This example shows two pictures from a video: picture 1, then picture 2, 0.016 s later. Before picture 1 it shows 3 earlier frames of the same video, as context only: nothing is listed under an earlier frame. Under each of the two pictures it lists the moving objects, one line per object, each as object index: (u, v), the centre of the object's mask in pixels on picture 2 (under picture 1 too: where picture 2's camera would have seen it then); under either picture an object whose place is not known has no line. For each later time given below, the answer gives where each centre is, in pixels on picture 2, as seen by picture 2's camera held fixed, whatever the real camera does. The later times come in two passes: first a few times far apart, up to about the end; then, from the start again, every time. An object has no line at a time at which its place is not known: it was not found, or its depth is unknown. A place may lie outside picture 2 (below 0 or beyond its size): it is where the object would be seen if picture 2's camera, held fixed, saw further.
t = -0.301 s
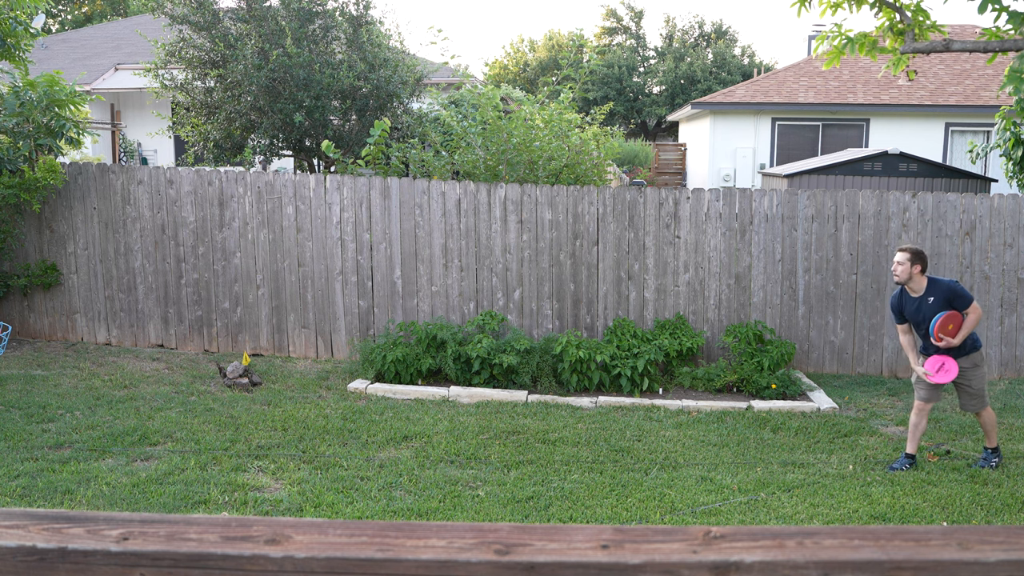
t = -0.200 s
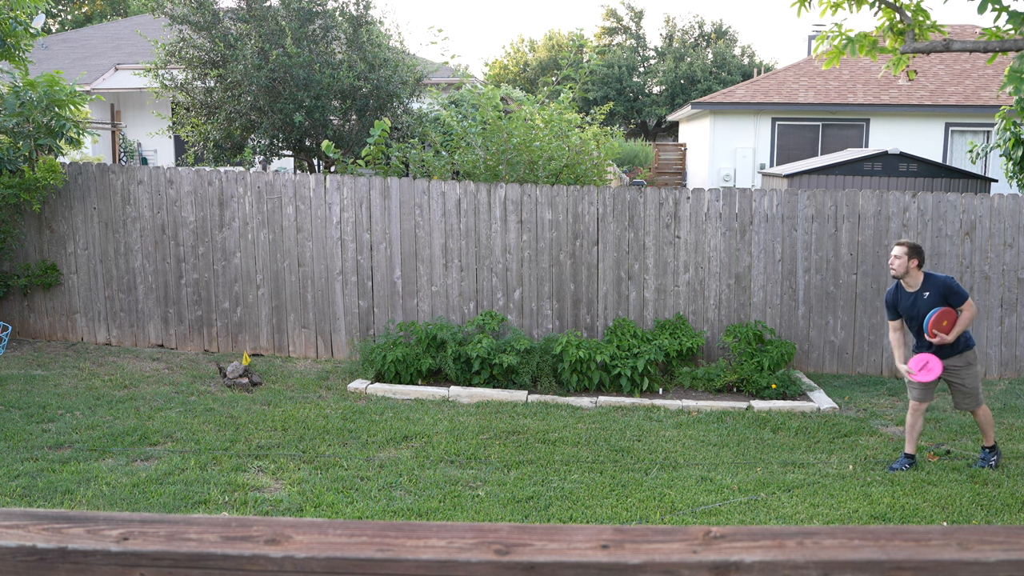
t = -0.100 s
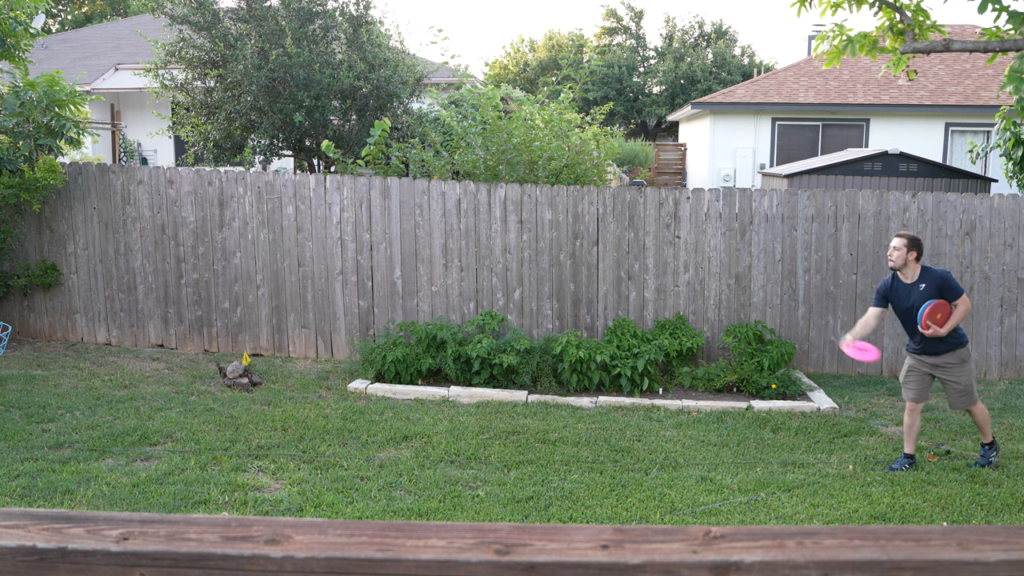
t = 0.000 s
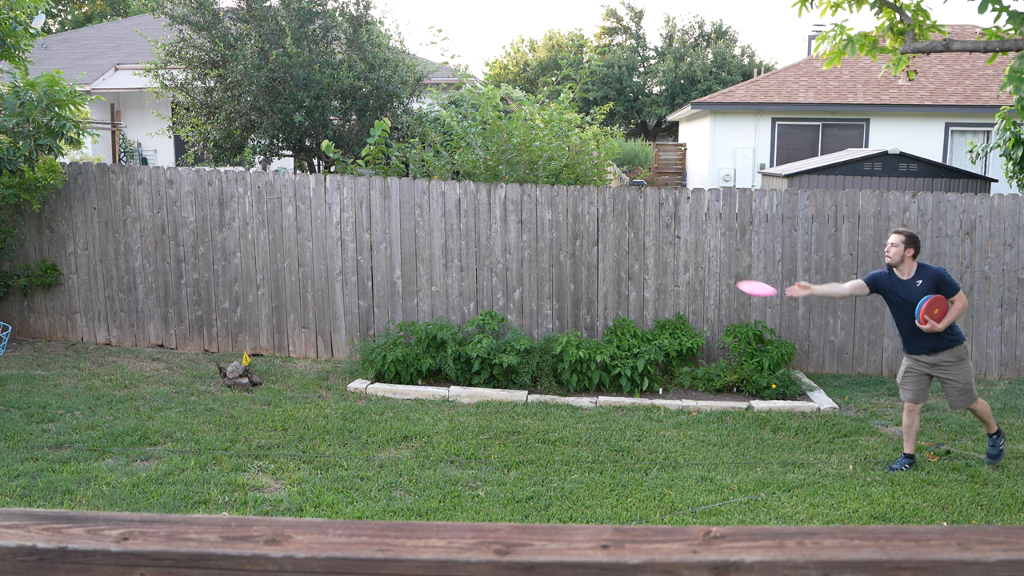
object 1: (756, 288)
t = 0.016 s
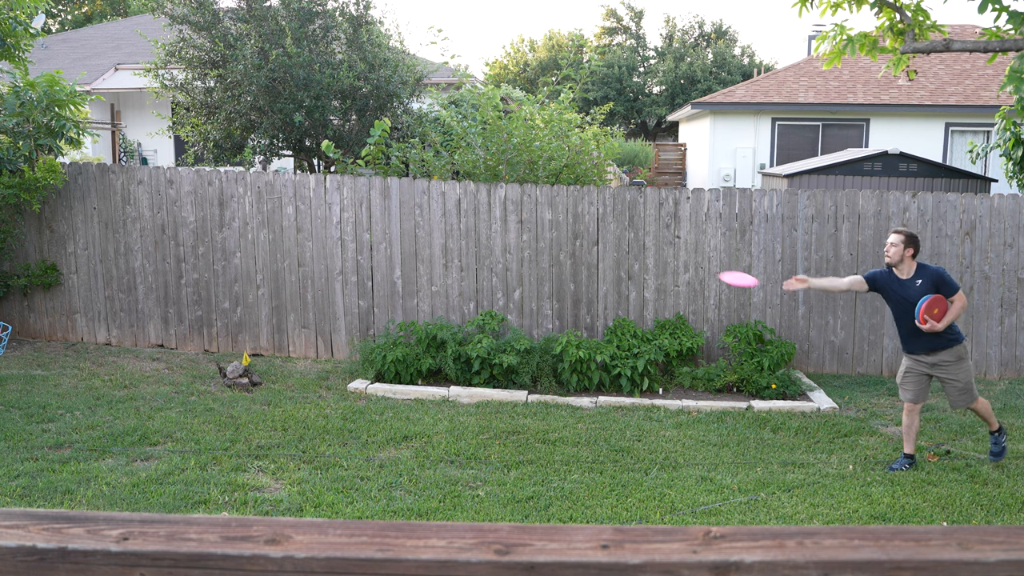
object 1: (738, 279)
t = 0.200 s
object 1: (534, 214)
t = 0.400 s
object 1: (315, 211)
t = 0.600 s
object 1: (115, 255)
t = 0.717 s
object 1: (11, 292)
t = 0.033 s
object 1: (720, 270)
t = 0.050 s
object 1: (702, 262)
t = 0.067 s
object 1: (684, 255)
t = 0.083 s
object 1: (664, 247)
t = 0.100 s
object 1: (646, 241)
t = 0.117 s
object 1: (628, 235)
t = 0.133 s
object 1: (609, 230)
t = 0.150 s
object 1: (590, 225)
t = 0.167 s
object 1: (572, 221)
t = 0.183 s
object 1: (553, 217)
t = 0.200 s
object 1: (534, 214)
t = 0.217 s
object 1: (516, 211)
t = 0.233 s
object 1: (497, 209)
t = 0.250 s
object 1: (478, 207)
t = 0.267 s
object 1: (460, 206)
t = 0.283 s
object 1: (442, 205)
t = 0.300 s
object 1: (424, 205)
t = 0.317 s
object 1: (405, 205)
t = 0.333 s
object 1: (387, 205)
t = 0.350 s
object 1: (370, 206)
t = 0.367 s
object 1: (351, 207)
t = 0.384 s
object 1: (334, 209)
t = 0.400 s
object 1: (315, 211)
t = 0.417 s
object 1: (299, 213)
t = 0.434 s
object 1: (281, 216)
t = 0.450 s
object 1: (264, 219)
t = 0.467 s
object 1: (247, 222)
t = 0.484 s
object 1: (230, 225)
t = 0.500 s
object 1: (213, 229)
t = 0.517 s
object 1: (196, 233)
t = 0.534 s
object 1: (180, 237)
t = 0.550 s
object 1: (164, 241)
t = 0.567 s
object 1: (147, 245)
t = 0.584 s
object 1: (131, 250)
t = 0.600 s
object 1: (115, 255)
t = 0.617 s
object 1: (99, 260)
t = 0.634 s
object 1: (83, 265)
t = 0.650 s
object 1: (67, 270)
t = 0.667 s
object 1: (52, 276)
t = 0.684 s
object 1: (36, 282)
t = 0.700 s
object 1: (21, 287)
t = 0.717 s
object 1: (11, 292)
